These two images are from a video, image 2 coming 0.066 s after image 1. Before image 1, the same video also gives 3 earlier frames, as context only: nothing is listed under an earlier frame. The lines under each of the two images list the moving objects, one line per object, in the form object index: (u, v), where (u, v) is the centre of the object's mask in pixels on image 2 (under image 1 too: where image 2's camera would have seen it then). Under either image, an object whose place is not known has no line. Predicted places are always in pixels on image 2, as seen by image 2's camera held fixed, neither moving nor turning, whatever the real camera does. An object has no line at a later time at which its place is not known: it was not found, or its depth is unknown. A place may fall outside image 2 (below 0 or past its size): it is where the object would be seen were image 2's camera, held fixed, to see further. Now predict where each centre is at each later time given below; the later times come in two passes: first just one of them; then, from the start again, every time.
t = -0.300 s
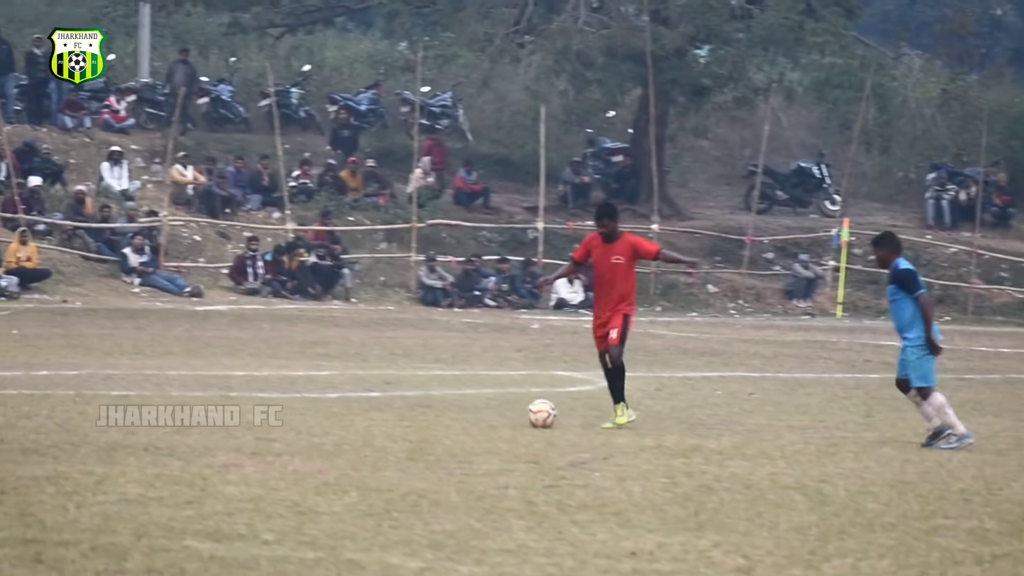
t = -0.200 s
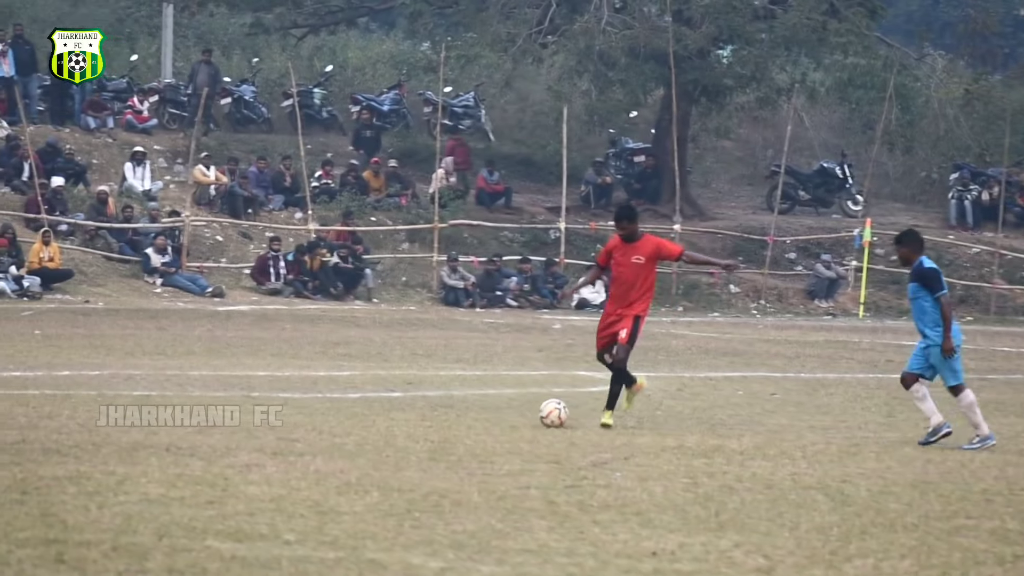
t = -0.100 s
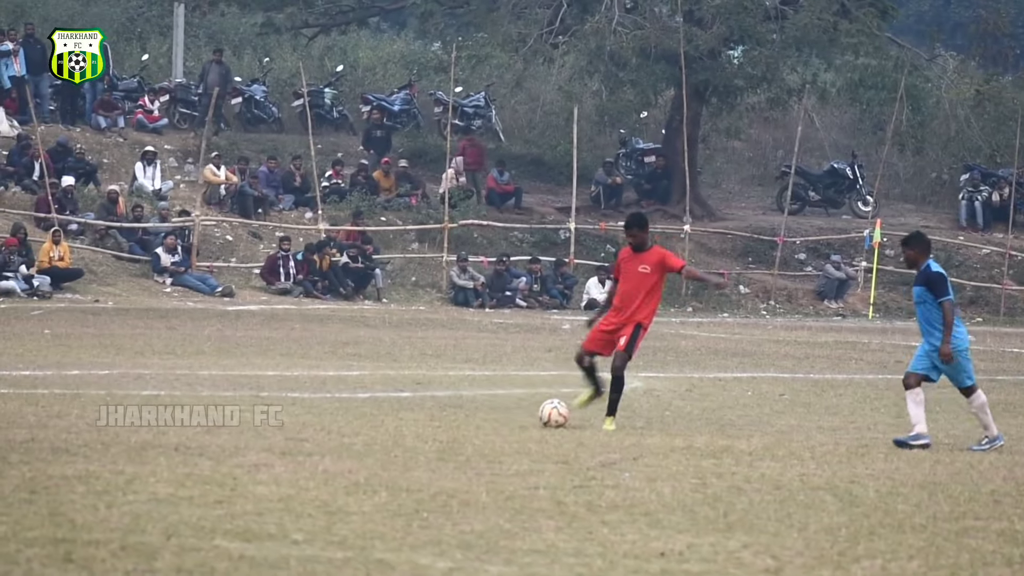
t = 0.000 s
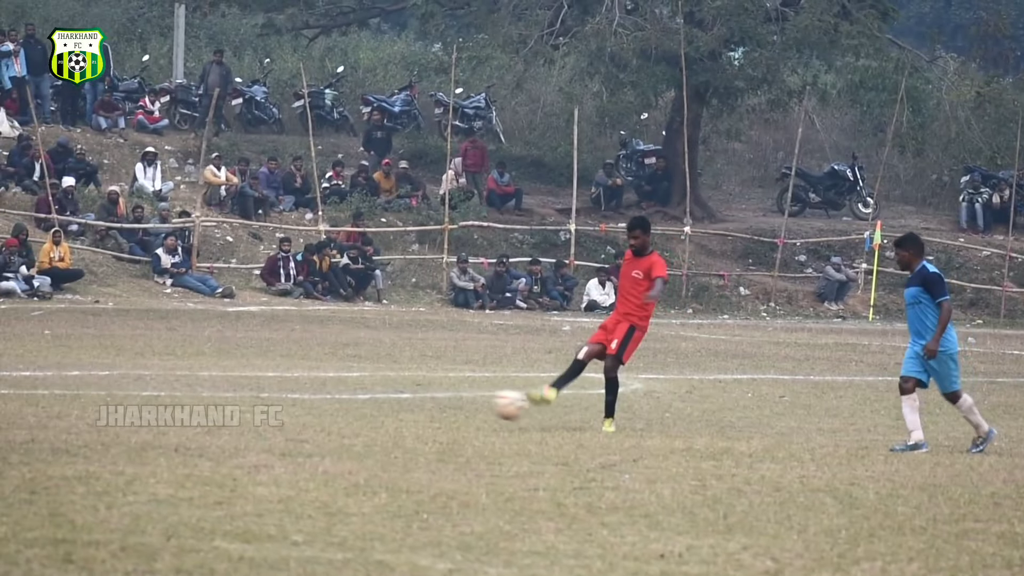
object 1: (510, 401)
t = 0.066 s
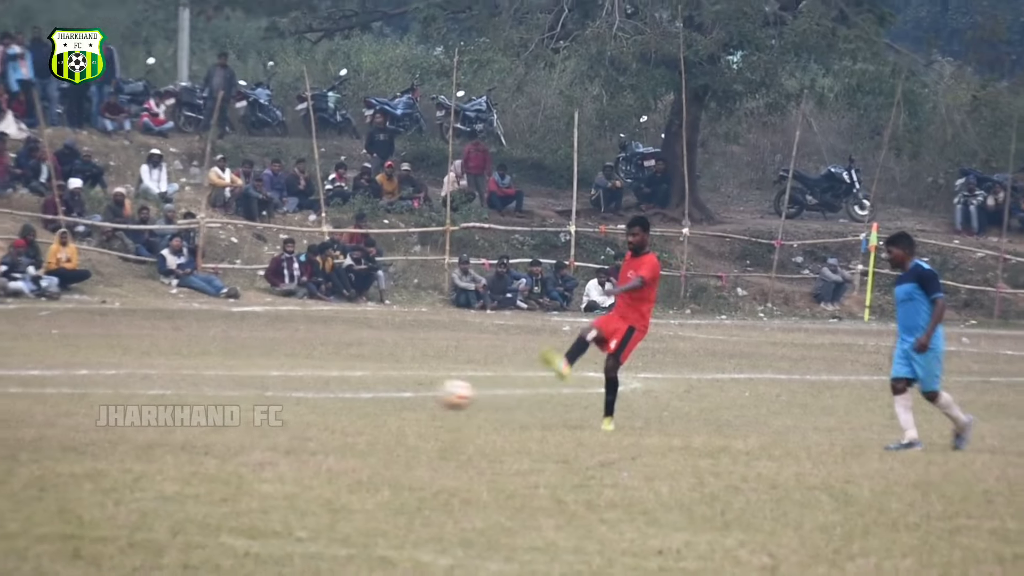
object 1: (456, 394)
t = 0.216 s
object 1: (333, 398)
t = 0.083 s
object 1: (442, 392)
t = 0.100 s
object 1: (428, 390)
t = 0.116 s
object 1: (415, 391)
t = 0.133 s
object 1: (401, 391)
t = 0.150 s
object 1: (387, 391)
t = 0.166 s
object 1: (374, 392)
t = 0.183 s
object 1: (360, 393)
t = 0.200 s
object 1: (347, 395)
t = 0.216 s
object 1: (333, 398)
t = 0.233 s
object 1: (319, 402)
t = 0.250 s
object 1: (305, 404)
